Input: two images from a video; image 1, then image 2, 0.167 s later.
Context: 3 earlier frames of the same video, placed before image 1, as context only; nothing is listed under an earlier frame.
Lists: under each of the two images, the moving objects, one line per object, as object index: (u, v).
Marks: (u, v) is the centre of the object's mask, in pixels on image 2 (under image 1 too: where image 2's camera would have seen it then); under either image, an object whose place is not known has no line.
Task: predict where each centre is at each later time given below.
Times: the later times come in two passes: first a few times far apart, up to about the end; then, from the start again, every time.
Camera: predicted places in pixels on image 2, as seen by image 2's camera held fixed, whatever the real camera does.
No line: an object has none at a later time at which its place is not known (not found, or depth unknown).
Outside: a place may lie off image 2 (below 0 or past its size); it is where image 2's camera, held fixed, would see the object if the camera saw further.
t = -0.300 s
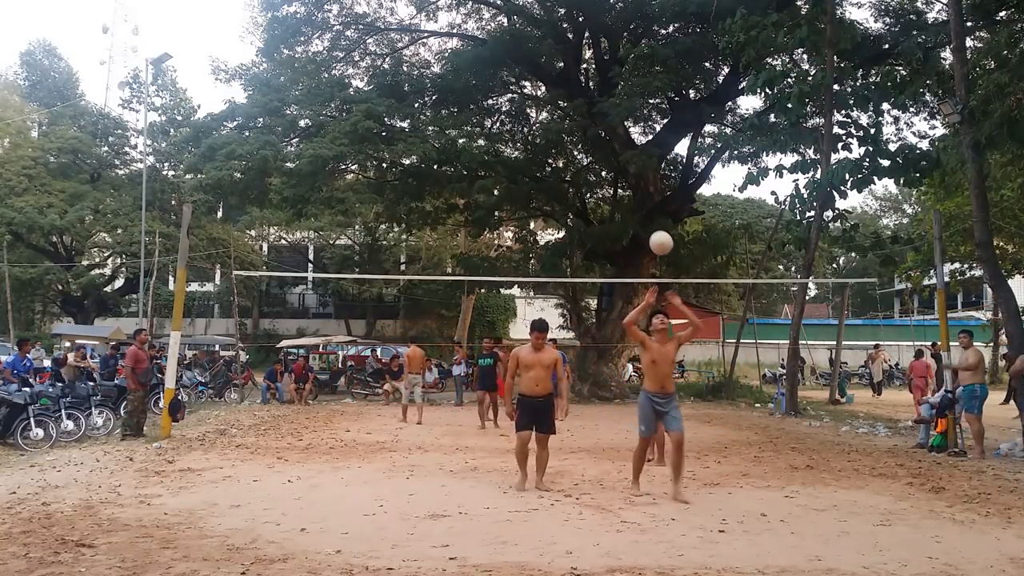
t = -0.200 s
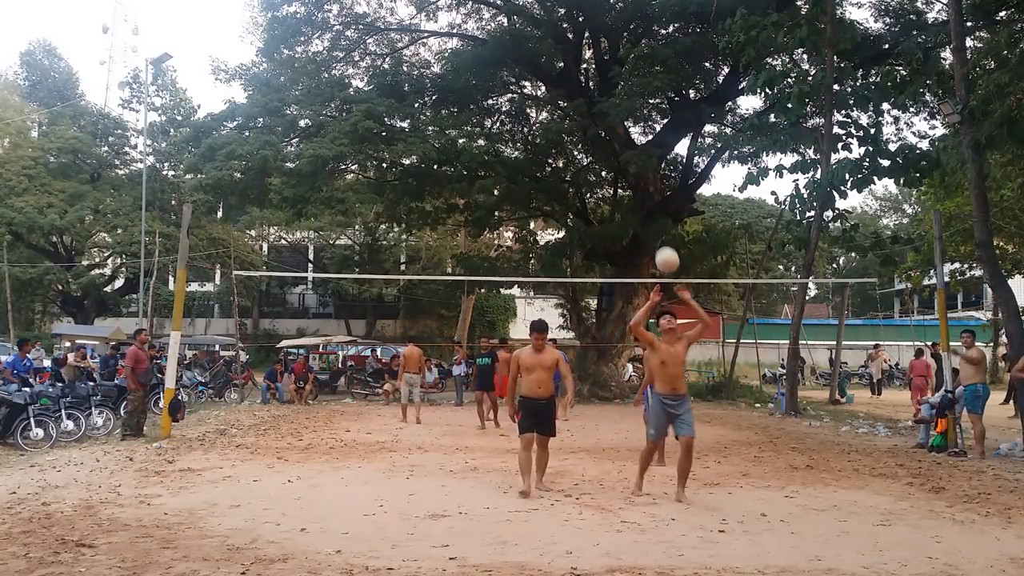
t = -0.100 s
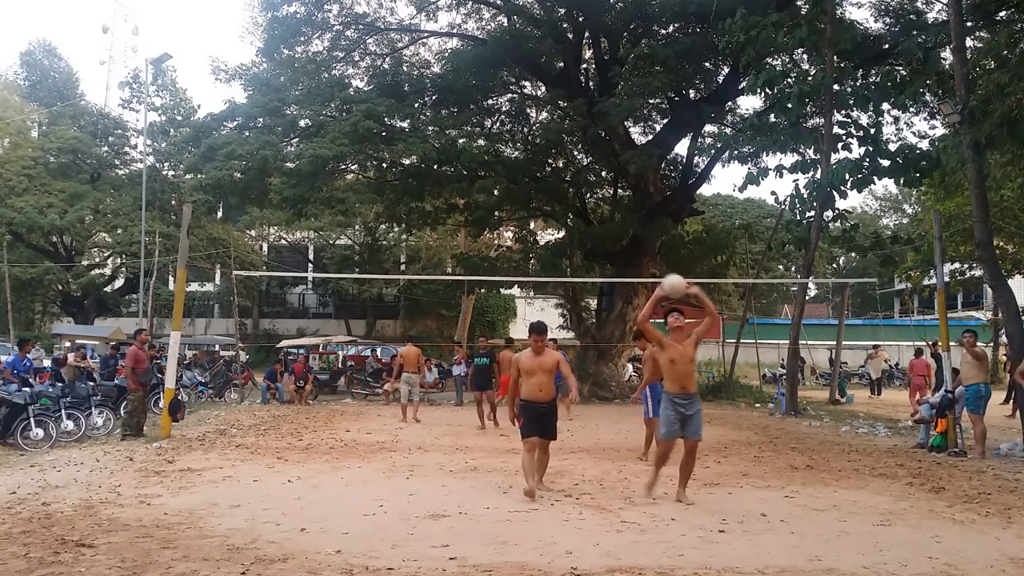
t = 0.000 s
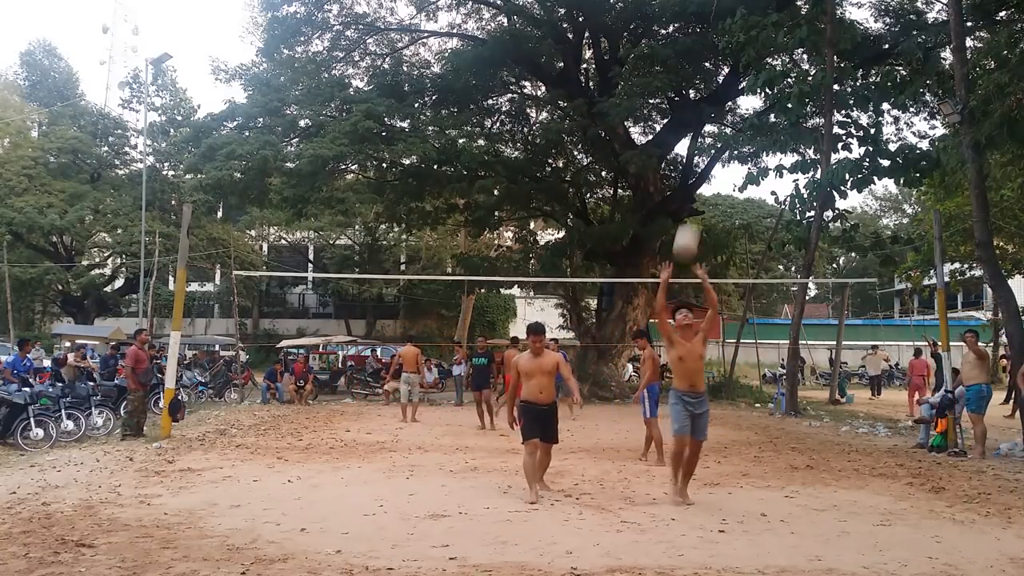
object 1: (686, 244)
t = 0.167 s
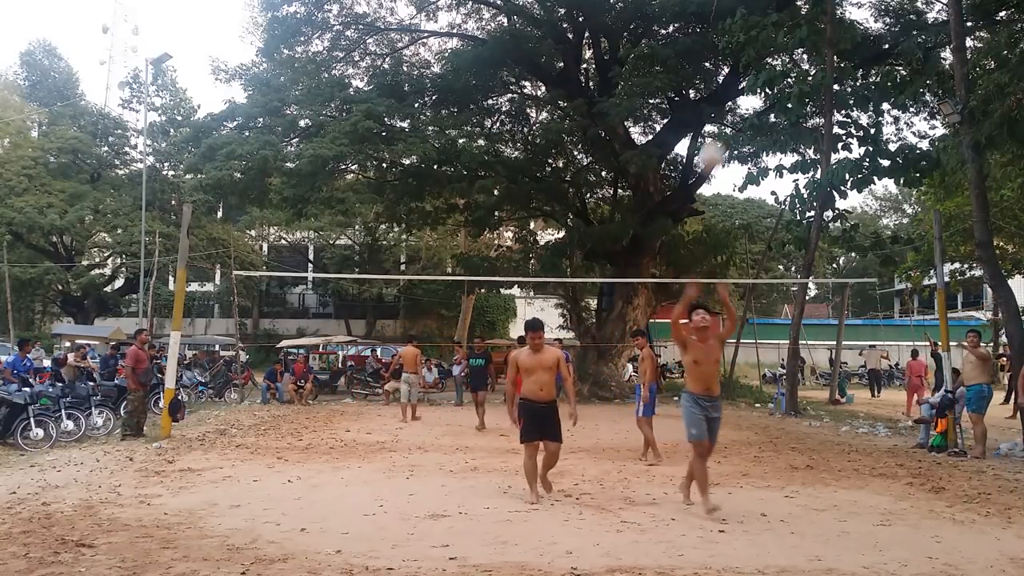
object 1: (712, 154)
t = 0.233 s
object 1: (722, 129)
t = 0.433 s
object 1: (758, 70)
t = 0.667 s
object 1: (810, 57)
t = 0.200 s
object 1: (716, 144)
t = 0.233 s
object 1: (722, 129)
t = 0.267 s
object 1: (728, 116)
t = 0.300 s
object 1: (732, 105)
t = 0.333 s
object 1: (740, 93)
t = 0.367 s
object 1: (746, 84)
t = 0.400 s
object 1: (752, 77)
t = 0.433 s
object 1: (758, 70)
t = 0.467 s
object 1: (765, 64)
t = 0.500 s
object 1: (772, 60)
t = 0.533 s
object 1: (778, 56)
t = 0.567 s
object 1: (786, 53)
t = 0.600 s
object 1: (794, 53)
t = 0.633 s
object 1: (802, 54)
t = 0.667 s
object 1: (810, 57)
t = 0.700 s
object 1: (819, 61)
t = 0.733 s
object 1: (828, 67)
